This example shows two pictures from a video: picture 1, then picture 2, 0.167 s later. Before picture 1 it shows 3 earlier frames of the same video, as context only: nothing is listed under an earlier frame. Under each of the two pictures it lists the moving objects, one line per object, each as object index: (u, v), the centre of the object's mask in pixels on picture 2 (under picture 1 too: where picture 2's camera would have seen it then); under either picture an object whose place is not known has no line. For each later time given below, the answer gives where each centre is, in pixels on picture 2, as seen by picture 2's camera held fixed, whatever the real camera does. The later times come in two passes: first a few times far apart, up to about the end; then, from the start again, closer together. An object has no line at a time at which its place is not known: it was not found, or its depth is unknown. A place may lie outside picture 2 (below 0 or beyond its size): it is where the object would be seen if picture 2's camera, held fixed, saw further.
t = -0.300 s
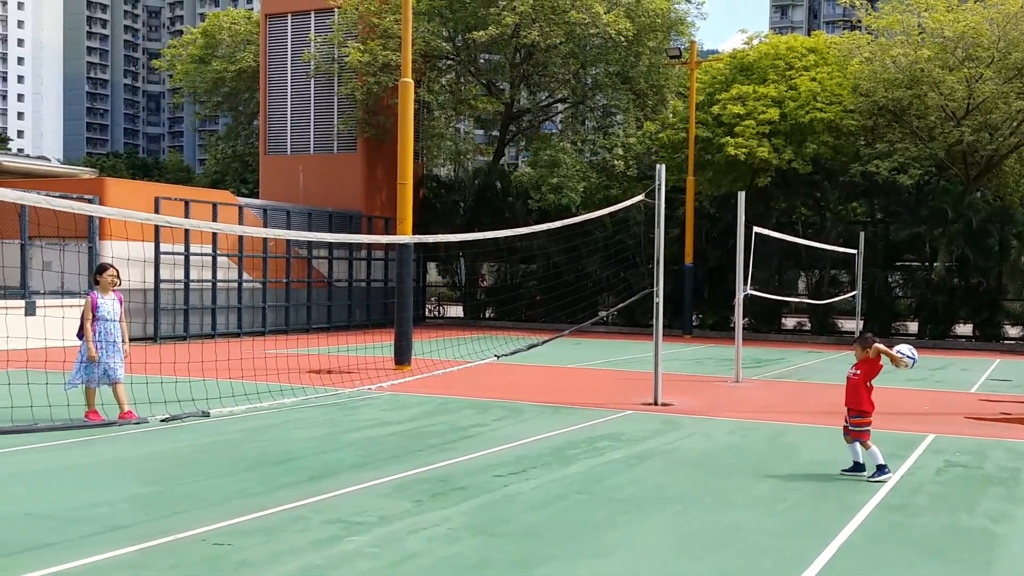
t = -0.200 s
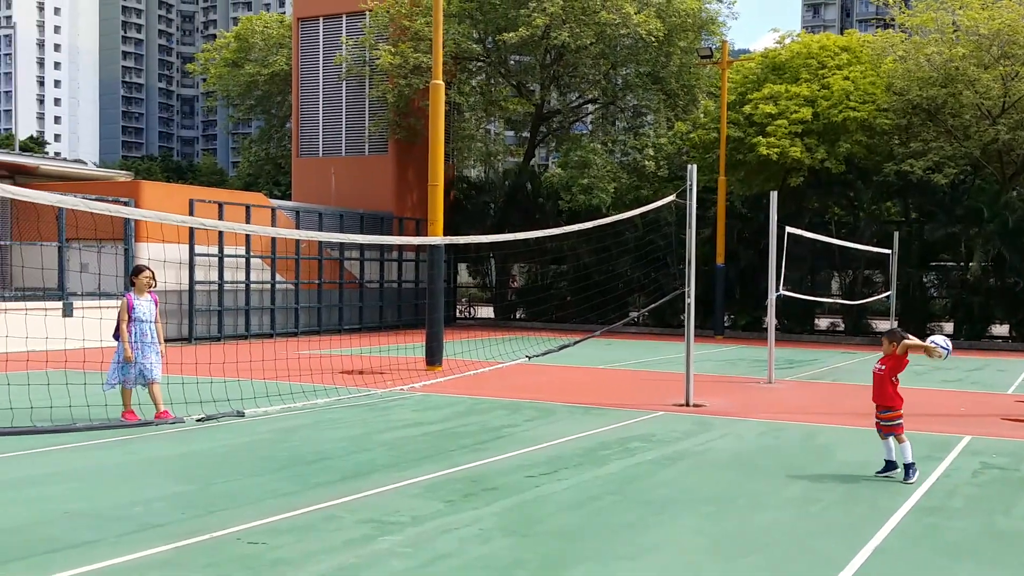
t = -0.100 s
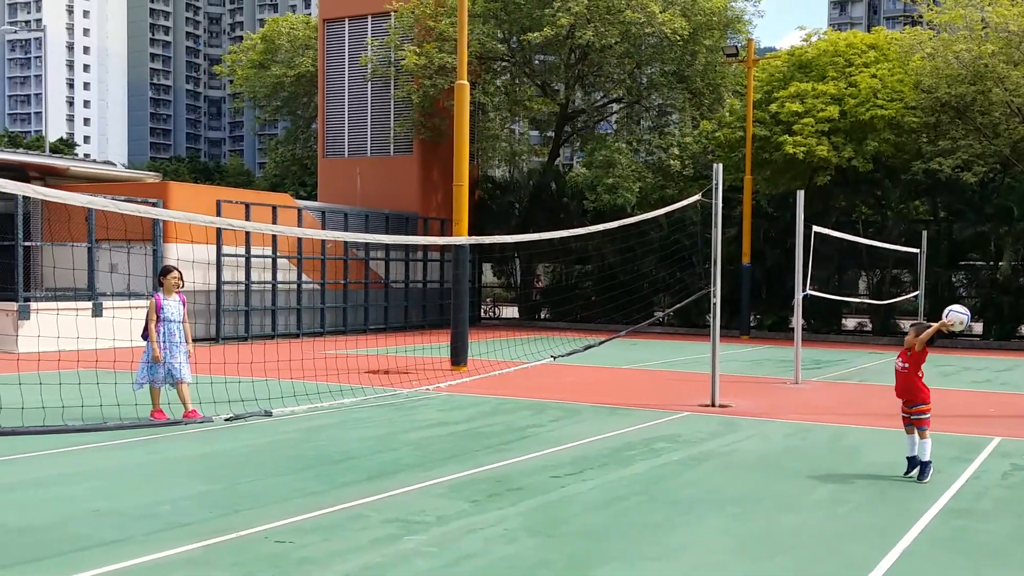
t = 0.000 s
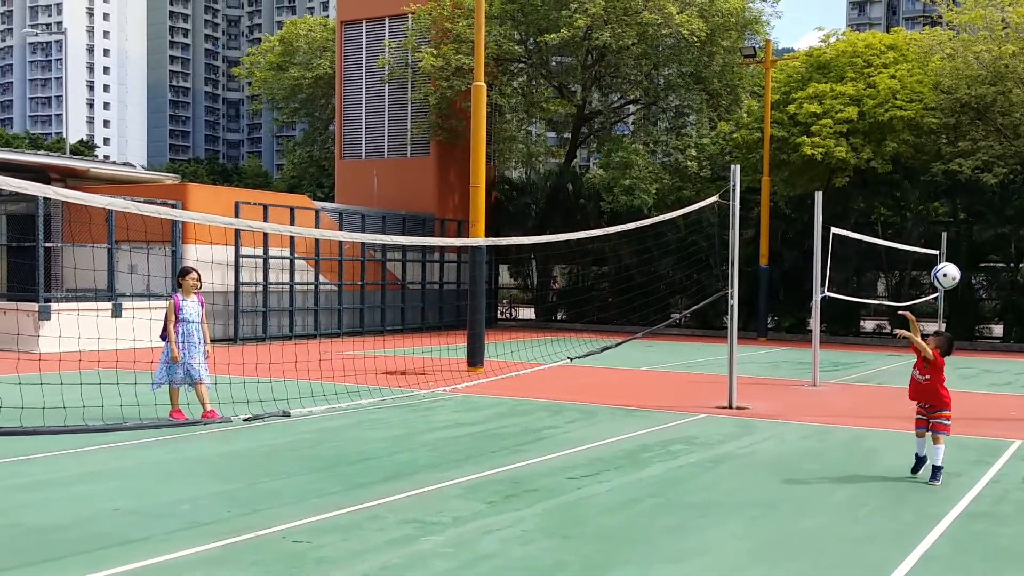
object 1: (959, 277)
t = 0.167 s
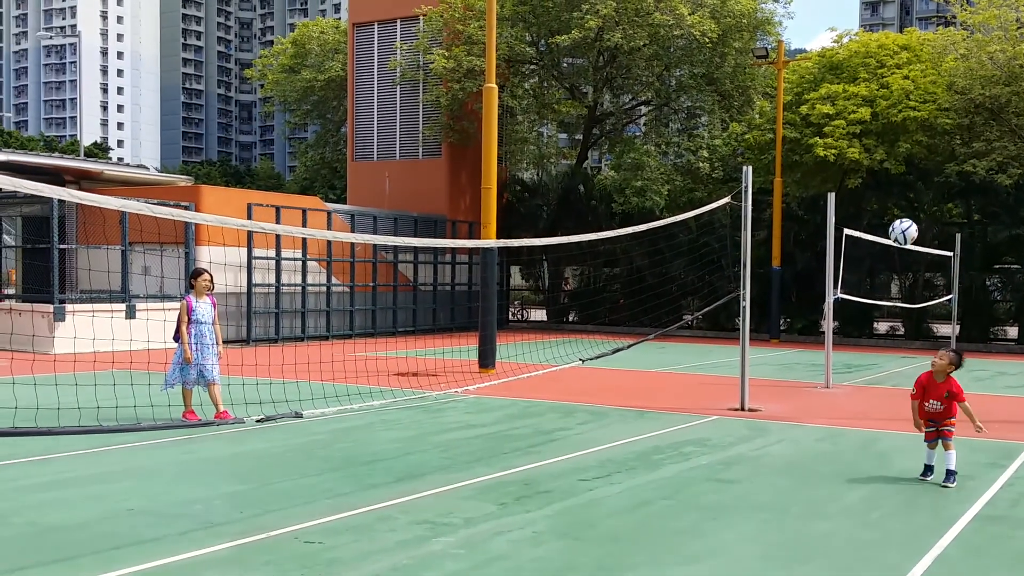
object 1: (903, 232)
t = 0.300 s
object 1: (856, 224)
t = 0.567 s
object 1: (764, 280)
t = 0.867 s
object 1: (660, 462)
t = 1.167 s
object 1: (624, 334)
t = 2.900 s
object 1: (443, 389)
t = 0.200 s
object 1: (892, 227)
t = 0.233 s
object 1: (880, 225)
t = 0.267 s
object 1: (868, 223)
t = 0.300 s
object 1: (856, 224)
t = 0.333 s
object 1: (845, 225)
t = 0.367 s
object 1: (833, 229)
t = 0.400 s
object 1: (821, 233)
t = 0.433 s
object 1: (809, 240)
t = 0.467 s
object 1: (798, 248)
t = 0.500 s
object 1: (786, 257)
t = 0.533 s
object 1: (775, 268)
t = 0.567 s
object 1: (764, 280)
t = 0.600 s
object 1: (752, 294)
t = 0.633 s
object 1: (741, 310)
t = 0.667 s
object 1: (730, 327)
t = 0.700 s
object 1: (718, 346)
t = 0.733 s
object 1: (707, 366)
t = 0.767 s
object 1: (696, 387)
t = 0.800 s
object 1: (684, 410)
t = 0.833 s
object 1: (672, 435)
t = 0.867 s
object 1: (660, 462)
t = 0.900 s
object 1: (657, 446)
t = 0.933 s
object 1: (653, 427)
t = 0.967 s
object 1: (650, 410)
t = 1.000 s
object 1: (646, 393)
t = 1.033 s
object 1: (642, 379)
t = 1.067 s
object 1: (638, 365)
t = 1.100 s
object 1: (634, 353)
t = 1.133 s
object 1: (629, 343)
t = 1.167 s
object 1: (624, 334)
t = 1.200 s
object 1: (620, 327)
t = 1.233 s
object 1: (615, 321)
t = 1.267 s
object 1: (611, 317)
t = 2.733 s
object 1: (454, 398)
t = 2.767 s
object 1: (452, 392)
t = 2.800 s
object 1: (451, 389)
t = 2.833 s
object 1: (449, 388)
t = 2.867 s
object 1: (446, 387)
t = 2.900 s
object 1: (443, 389)
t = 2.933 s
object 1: (440, 391)
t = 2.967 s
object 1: (437, 396)
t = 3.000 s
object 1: (433, 402)
